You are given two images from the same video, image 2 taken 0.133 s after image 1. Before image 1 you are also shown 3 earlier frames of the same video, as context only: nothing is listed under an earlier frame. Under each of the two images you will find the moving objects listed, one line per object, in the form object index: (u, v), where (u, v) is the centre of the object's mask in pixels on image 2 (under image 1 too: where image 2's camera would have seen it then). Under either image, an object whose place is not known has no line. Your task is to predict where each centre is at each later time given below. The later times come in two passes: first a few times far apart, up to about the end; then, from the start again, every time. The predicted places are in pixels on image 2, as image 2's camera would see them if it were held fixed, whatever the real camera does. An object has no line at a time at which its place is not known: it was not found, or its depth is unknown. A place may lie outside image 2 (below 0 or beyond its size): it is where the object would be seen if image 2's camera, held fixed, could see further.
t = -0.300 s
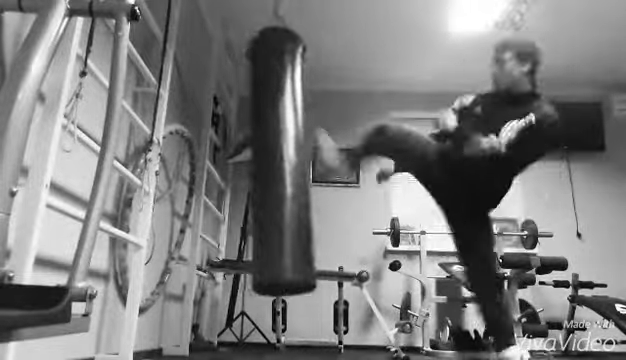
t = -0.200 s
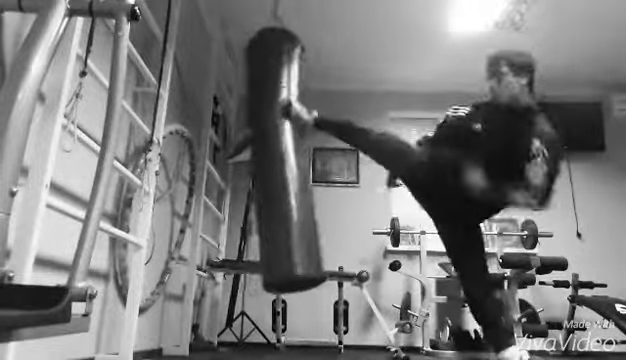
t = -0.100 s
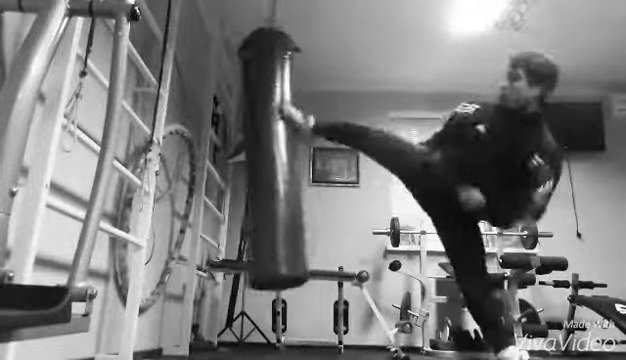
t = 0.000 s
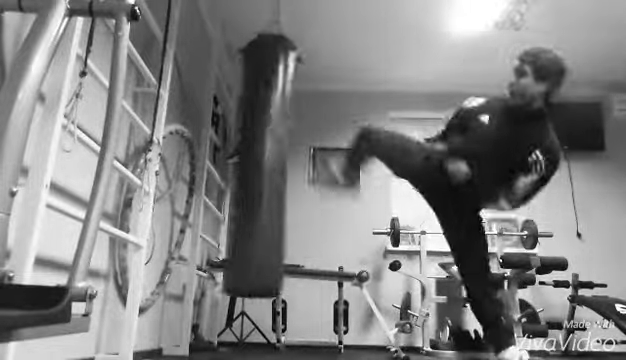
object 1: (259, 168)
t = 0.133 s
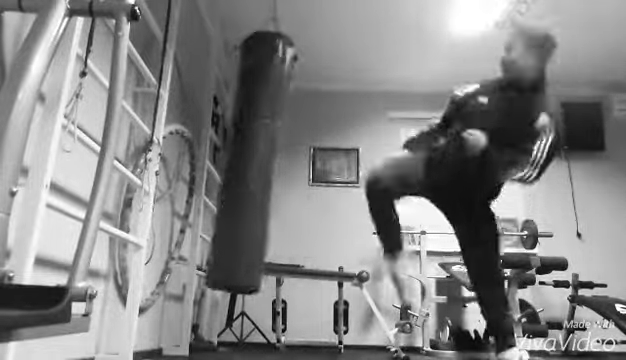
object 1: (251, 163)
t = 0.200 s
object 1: (245, 164)
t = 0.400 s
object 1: (238, 164)
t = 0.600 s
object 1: (240, 165)
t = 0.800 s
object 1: (249, 169)
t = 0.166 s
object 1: (248, 163)
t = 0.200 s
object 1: (245, 164)
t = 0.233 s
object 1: (243, 166)
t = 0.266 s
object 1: (241, 164)
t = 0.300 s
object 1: (240, 164)
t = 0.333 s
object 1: (239, 165)
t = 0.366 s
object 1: (238, 165)
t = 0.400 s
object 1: (238, 164)
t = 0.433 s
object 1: (237, 163)
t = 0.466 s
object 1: (237, 163)
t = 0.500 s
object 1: (238, 164)
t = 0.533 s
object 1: (238, 165)
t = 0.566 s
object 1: (239, 165)
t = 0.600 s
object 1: (240, 165)
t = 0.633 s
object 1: (241, 165)
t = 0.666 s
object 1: (243, 166)
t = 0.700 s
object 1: (244, 165)
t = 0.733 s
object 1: (246, 165)
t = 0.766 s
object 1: (248, 165)
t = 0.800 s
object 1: (249, 169)
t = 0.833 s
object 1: (251, 169)
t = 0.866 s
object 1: (254, 168)
